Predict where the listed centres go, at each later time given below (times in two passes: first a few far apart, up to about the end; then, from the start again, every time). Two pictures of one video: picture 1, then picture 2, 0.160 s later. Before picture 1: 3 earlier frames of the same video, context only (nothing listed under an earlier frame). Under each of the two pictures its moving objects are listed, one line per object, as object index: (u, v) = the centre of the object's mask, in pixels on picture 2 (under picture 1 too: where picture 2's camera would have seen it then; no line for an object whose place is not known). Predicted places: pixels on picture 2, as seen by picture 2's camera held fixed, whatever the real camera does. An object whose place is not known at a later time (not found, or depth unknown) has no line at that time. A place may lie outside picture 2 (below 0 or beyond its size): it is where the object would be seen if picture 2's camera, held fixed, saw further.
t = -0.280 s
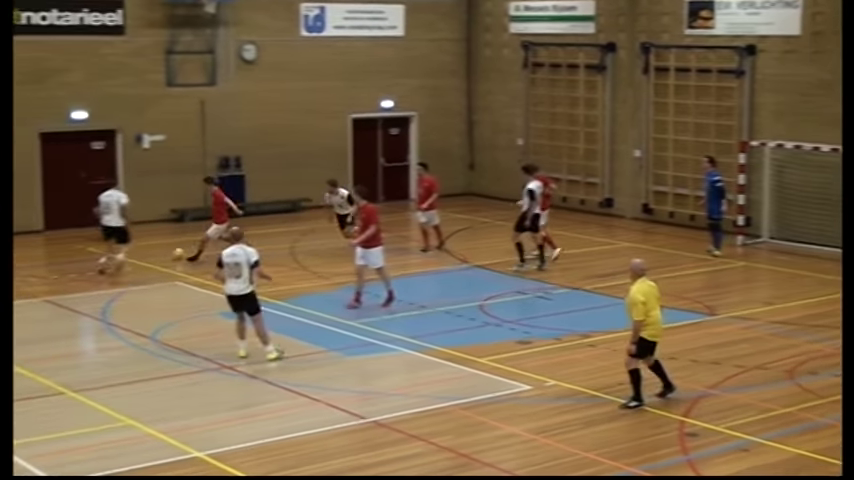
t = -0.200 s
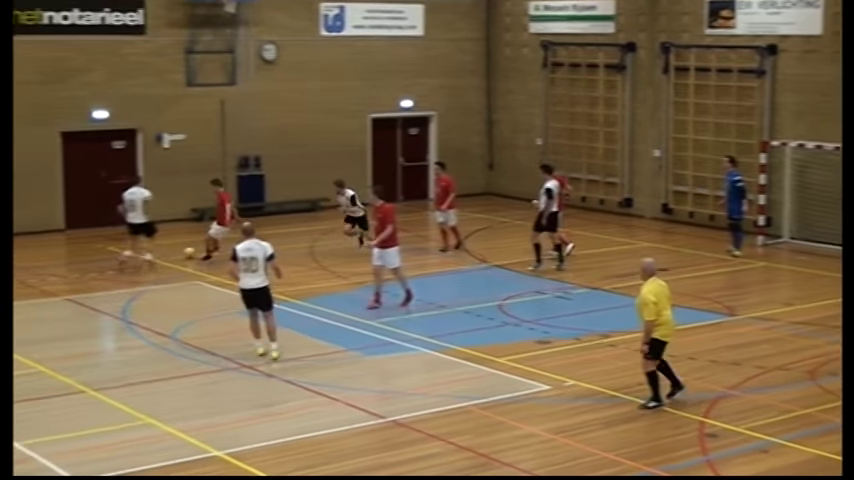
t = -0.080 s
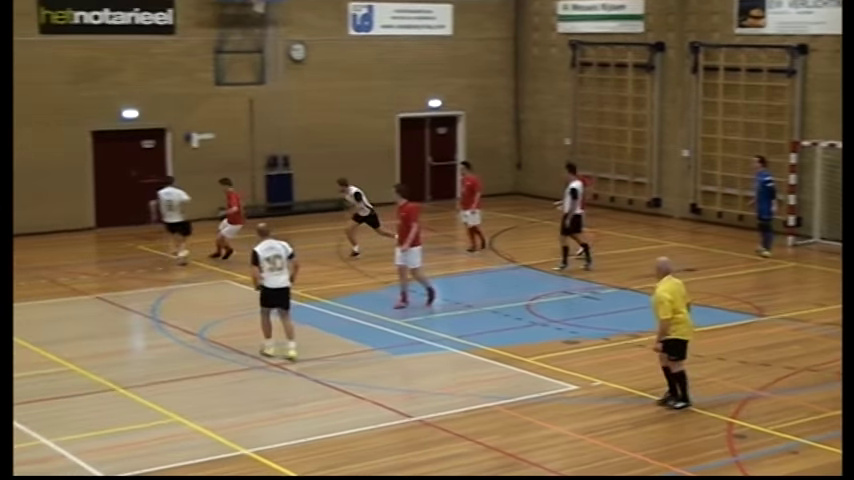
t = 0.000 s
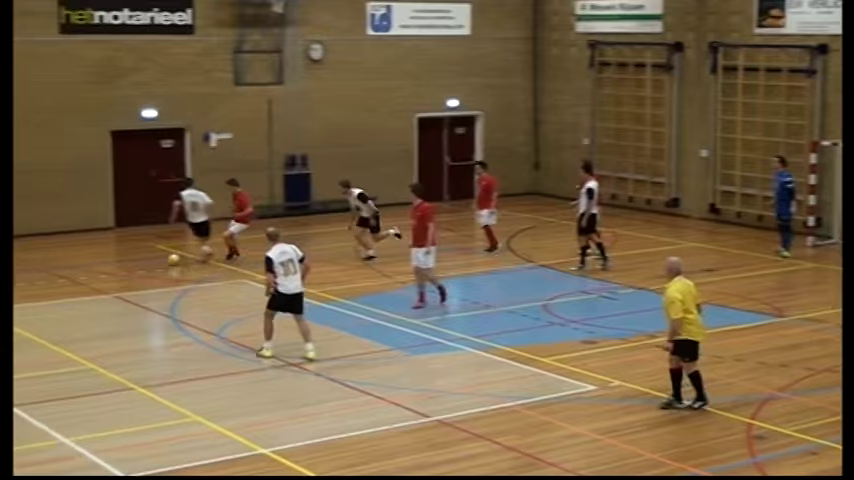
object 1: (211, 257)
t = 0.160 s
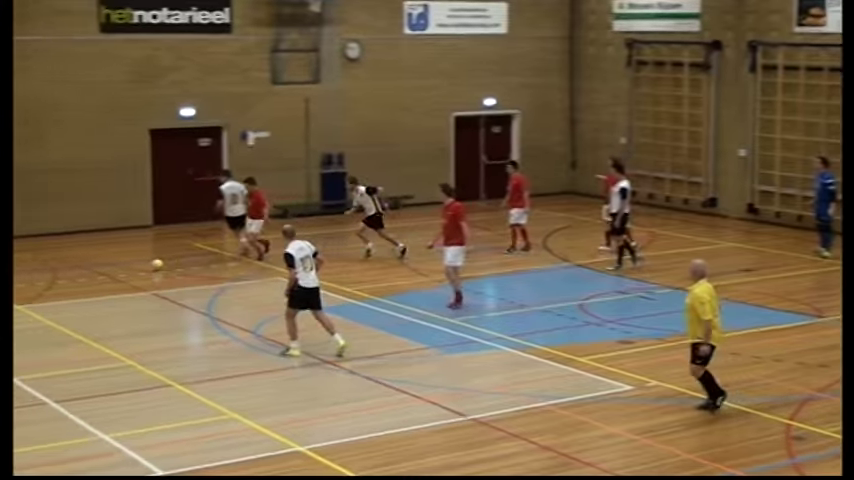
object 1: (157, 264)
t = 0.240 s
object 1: (130, 268)
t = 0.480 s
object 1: (52, 280)
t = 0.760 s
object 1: (-44, 293)
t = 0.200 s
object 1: (144, 265)
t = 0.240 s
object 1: (130, 268)
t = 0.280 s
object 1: (117, 270)
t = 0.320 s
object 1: (105, 271)
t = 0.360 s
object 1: (91, 274)
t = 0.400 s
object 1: (78, 275)
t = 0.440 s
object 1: (65, 278)
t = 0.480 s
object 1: (52, 280)
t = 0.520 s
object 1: (39, 281)
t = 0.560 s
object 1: (26, 283)
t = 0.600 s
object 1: (12, 285)
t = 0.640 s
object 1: (-2, 288)
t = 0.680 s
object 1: (-16, 289)
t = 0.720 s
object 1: (-30, 291)
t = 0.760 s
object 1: (-44, 293)
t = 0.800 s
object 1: (-58, 296)
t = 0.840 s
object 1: (-73, 297)
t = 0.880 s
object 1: (-87, 299)
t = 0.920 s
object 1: (-102, 302)
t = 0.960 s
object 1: (-118, 303)
